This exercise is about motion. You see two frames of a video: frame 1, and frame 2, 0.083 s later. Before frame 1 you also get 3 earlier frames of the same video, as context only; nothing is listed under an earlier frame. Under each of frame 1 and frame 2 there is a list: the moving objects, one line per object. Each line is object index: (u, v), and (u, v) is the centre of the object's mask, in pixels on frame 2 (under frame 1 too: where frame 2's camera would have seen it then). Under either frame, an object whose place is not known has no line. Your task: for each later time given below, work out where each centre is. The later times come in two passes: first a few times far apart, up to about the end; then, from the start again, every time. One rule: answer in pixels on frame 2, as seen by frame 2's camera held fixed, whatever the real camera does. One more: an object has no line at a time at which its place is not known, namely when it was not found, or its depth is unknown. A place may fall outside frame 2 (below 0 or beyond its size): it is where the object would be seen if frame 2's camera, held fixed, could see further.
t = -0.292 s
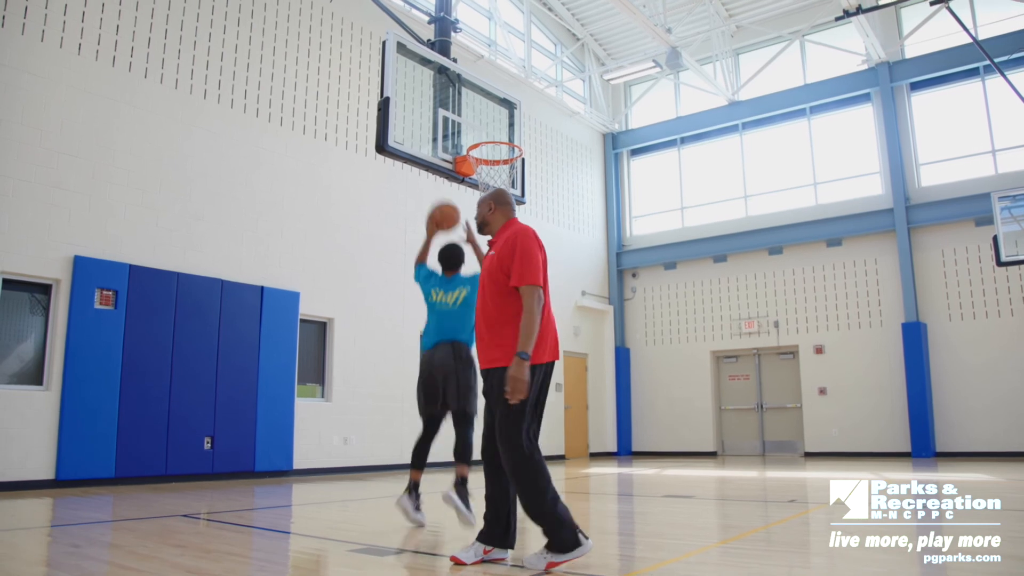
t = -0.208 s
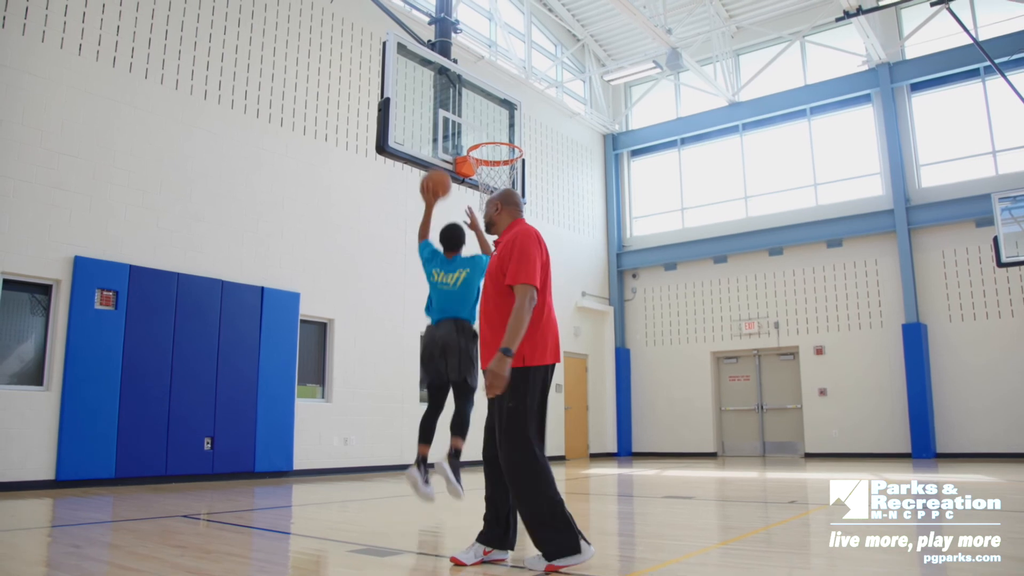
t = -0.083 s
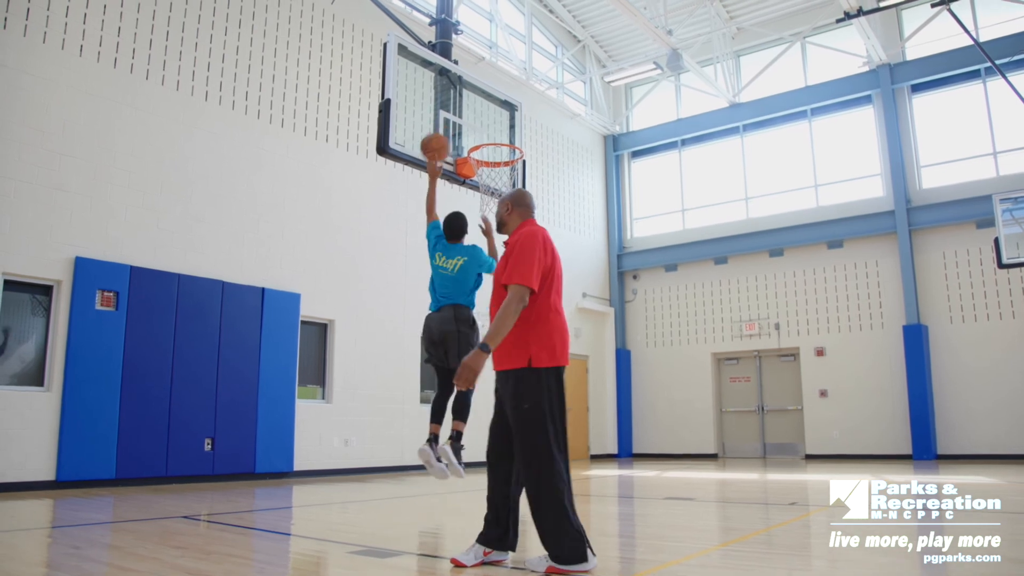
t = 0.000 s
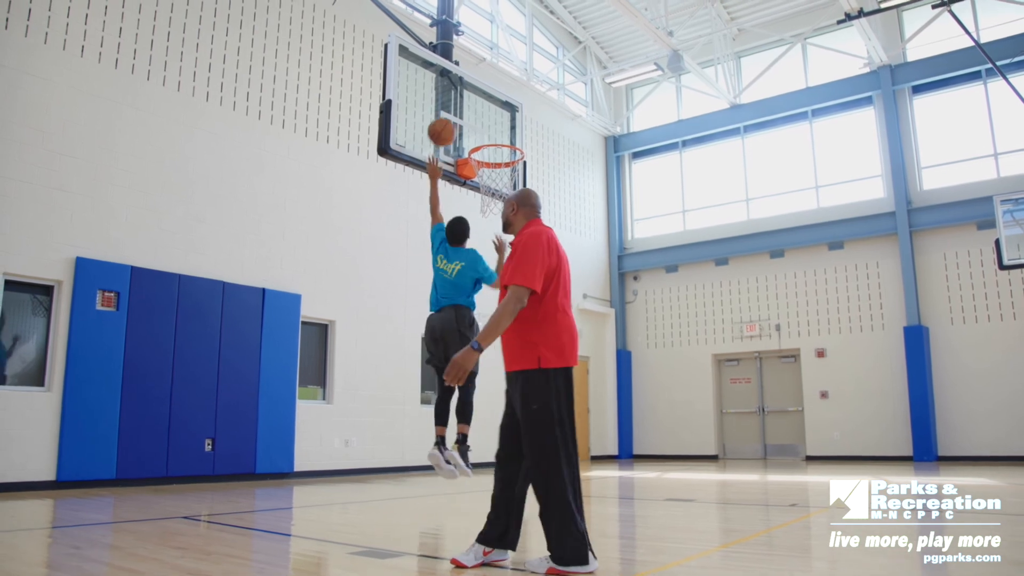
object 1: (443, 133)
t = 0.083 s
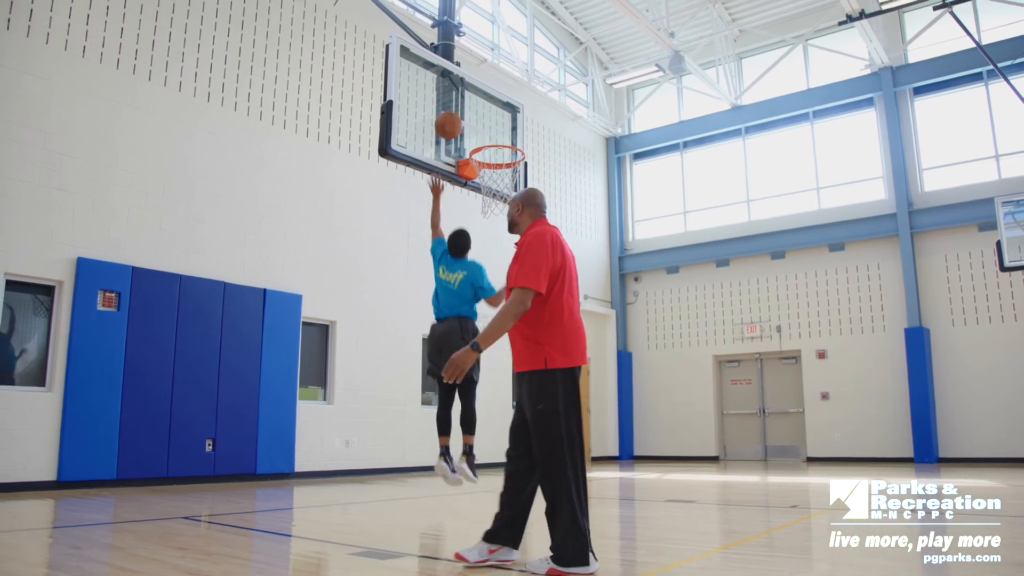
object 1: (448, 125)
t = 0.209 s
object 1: (474, 122)
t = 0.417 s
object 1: (515, 144)
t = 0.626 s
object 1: (494, 144)
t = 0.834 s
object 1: (487, 182)
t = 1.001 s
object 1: (491, 216)
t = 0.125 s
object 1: (455, 123)
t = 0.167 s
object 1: (465, 122)
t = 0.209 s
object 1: (474, 122)
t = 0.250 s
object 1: (484, 125)
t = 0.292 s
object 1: (493, 128)
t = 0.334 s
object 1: (503, 134)
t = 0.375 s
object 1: (512, 141)
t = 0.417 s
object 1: (515, 144)
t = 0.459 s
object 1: (511, 140)
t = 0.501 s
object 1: (507, 137)
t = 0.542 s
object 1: (502, 138)
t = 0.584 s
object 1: (499, 140)
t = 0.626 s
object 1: (494, 144)
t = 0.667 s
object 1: (491, 149)
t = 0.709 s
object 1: (490, 155)
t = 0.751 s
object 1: (488, 161)
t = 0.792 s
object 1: (487, 171)
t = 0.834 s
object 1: (487, 182)
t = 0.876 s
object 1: (487, 190)
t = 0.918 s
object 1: (488, 197)
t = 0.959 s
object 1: (489, 205)
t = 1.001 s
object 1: (491, 216)
